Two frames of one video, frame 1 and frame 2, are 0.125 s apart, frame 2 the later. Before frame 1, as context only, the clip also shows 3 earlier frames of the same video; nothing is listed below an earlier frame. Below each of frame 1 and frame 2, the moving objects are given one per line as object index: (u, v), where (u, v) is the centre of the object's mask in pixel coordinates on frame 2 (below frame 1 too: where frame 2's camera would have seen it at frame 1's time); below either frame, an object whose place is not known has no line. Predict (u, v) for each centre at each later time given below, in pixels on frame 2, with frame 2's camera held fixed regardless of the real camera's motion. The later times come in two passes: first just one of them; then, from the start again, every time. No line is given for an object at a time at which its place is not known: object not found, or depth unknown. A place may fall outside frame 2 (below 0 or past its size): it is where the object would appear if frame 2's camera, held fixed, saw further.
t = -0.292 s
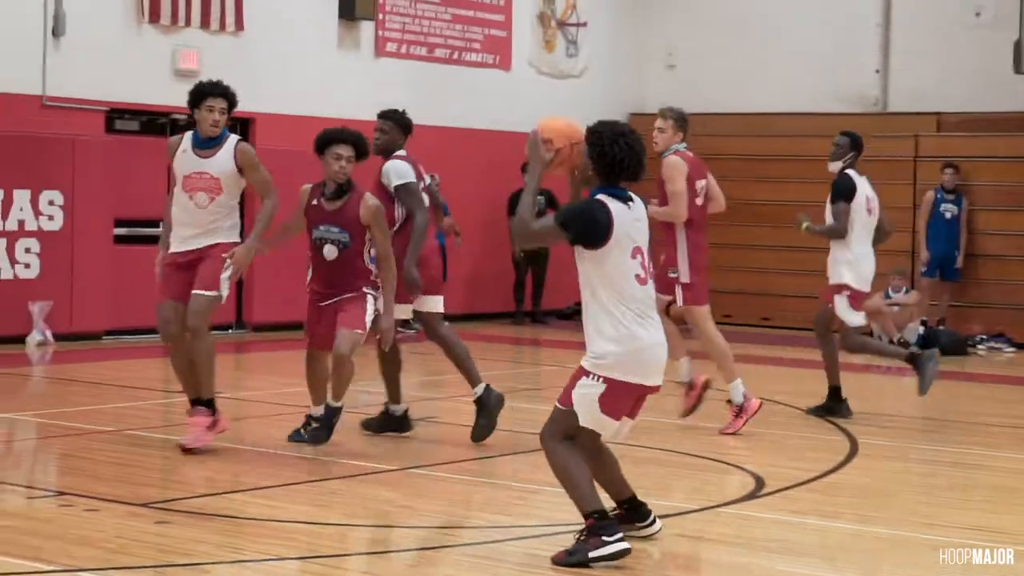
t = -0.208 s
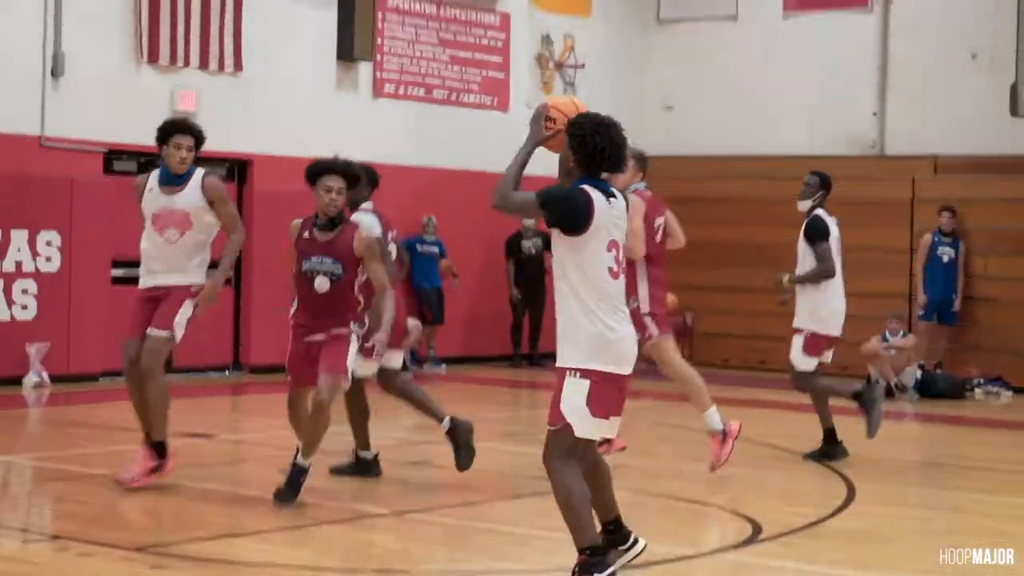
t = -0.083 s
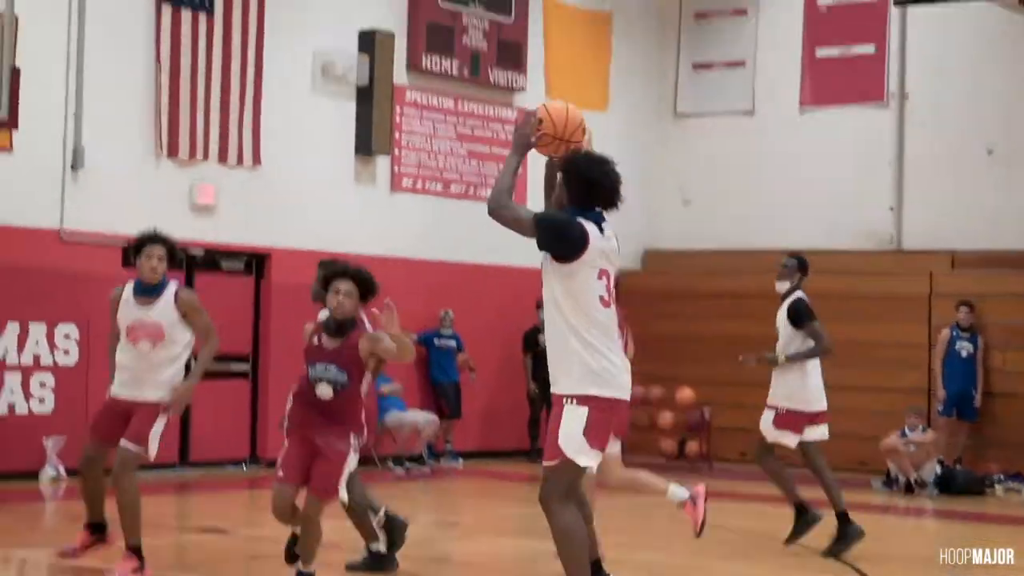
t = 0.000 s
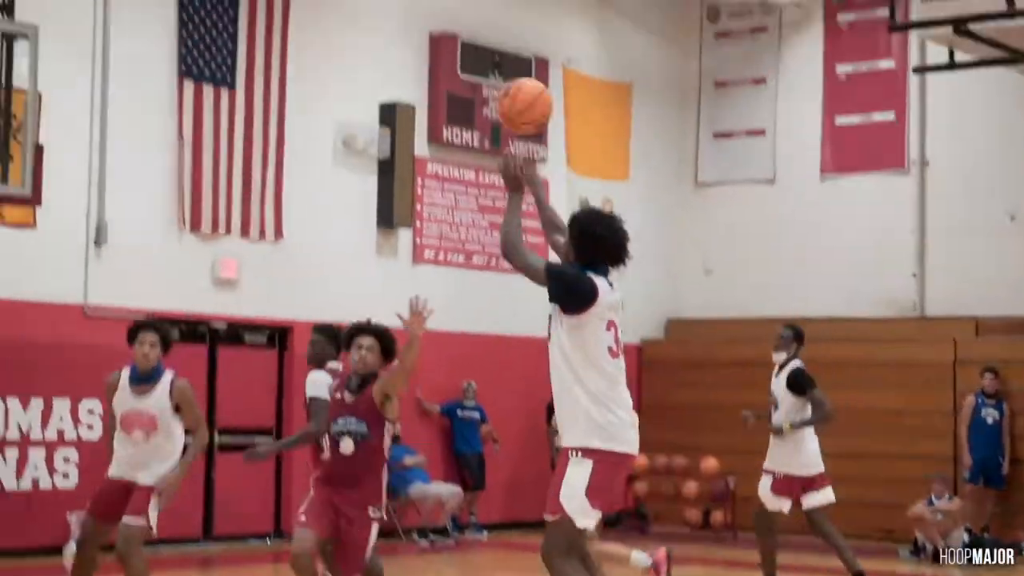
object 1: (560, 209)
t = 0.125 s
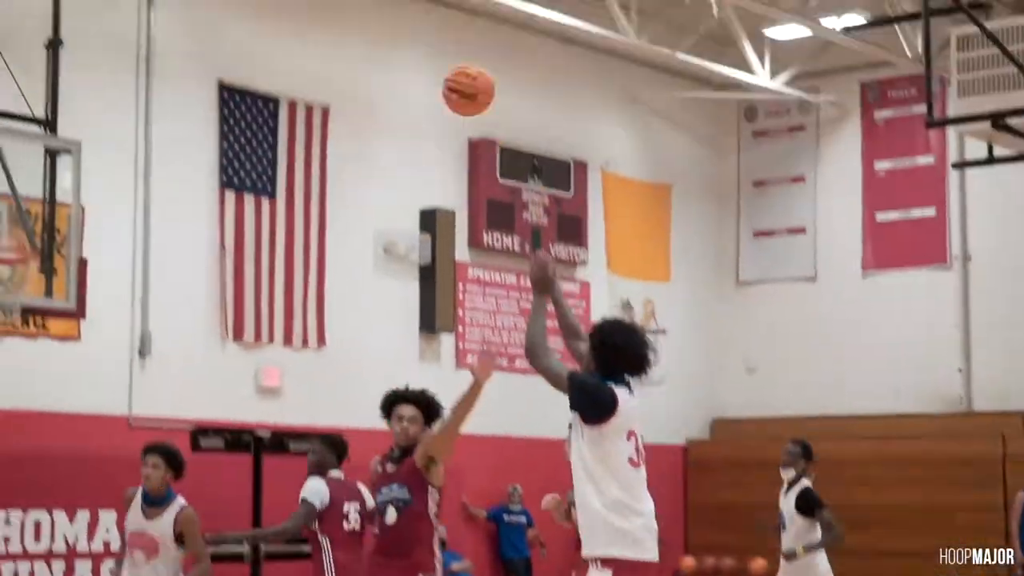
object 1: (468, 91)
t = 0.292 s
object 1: (362, 4)
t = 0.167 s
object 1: (439, 62)
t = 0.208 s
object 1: (412, 39)
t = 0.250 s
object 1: (386, 19)
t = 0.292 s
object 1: (362, 4)
